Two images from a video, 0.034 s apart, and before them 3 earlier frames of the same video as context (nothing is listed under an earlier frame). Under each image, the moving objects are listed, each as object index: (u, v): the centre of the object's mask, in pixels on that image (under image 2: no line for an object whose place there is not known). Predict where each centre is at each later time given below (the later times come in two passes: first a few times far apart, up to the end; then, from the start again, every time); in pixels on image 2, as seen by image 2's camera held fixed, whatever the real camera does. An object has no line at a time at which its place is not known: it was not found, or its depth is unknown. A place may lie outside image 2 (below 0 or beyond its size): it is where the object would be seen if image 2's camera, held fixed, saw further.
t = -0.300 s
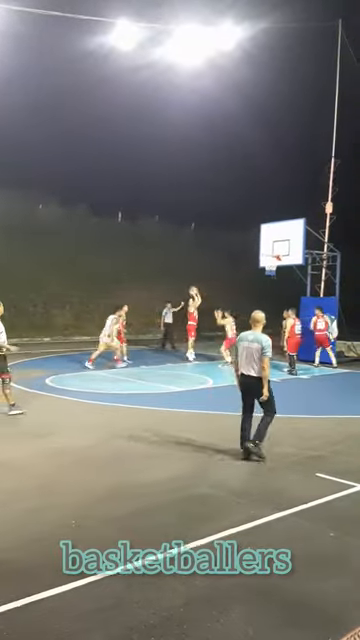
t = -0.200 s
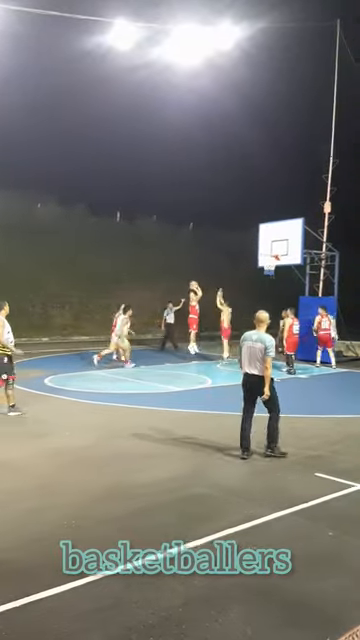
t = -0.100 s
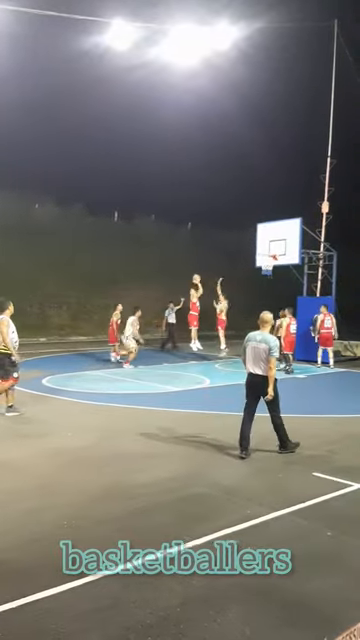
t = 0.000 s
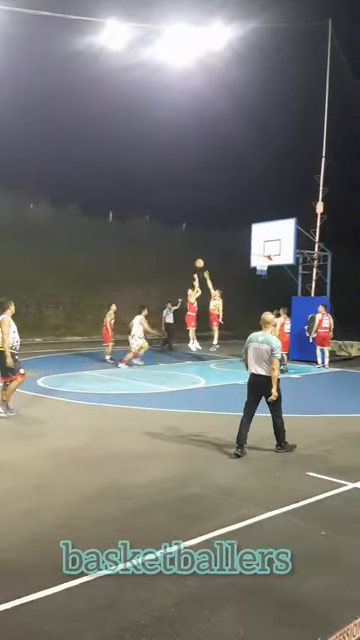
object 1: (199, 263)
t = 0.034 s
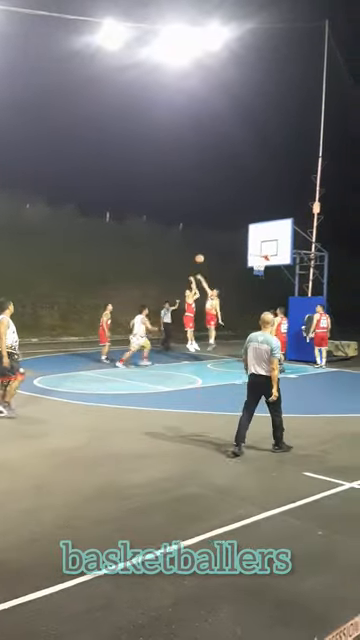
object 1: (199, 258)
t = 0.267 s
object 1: (220, 235)
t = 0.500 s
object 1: (241, 231)
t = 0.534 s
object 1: (243, 232)
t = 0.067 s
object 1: (202, 254)
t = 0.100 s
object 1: (205, 250)
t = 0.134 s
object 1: (208, 246)
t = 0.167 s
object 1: (211, 243)
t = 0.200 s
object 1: (213, 240)
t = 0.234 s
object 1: (216, 238)
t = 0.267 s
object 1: (220, 235)
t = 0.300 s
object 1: (223, 234)
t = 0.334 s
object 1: (226, 232)
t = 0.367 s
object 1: (229, 232)
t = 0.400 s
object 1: (232, 231)
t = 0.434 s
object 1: (235, 231)
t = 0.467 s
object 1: (238, 231)
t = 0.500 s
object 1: (241, 231)
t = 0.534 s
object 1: (243, 232)
